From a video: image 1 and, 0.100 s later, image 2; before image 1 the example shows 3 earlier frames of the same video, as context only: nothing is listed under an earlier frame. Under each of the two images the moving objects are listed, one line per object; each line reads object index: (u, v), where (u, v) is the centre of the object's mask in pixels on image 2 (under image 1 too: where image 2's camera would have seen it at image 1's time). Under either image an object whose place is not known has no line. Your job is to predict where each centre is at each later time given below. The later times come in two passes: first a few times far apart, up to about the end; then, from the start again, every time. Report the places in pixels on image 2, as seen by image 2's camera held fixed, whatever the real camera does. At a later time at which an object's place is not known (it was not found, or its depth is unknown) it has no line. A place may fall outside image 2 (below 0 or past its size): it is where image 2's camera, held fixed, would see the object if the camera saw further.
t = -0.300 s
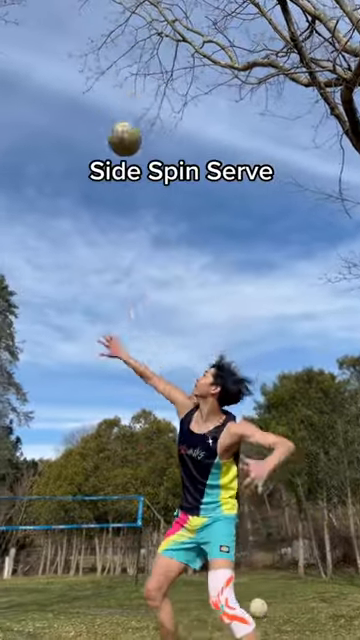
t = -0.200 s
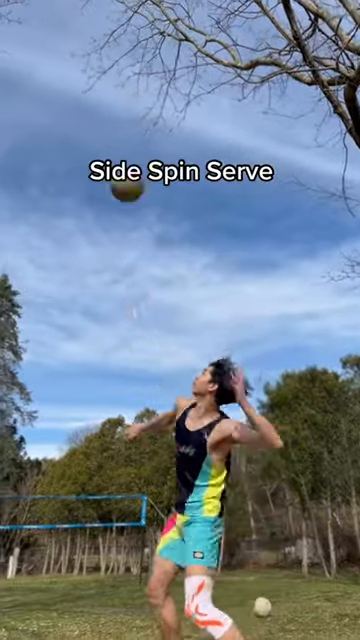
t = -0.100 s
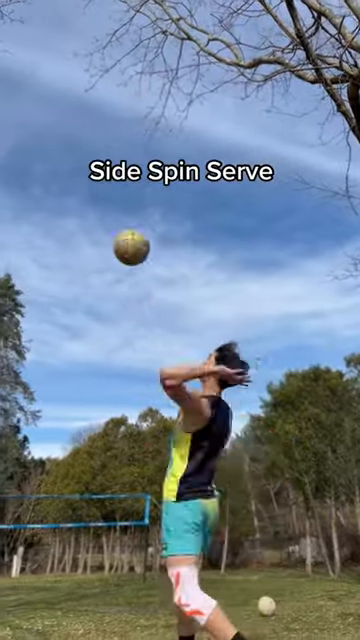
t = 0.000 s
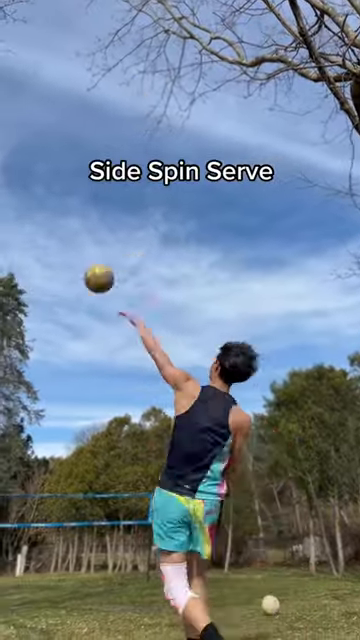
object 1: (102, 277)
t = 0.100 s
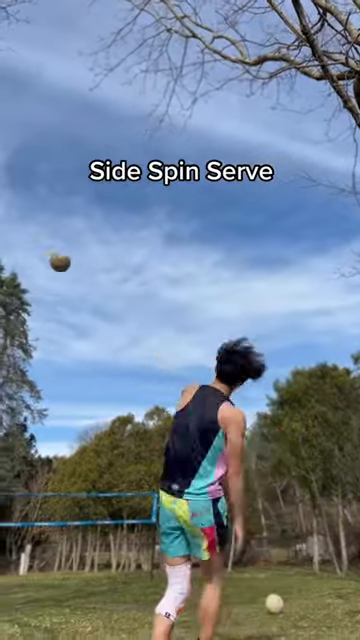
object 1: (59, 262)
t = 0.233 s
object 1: (44, 259)
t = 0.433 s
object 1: (44, 267)
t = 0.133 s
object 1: (53, 260)
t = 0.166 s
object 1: (49, 259)
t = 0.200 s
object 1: (46, 259)
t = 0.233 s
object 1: (44, 259)
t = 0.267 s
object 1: (42, 259)
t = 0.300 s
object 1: (42, 260)
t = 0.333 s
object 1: (42, 262)
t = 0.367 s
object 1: (42, 264)
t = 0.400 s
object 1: (43, 265)
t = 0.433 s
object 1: (44, 267)
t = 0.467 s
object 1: (45, 270)
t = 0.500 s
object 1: (46, 272)
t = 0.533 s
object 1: (47, 275)
